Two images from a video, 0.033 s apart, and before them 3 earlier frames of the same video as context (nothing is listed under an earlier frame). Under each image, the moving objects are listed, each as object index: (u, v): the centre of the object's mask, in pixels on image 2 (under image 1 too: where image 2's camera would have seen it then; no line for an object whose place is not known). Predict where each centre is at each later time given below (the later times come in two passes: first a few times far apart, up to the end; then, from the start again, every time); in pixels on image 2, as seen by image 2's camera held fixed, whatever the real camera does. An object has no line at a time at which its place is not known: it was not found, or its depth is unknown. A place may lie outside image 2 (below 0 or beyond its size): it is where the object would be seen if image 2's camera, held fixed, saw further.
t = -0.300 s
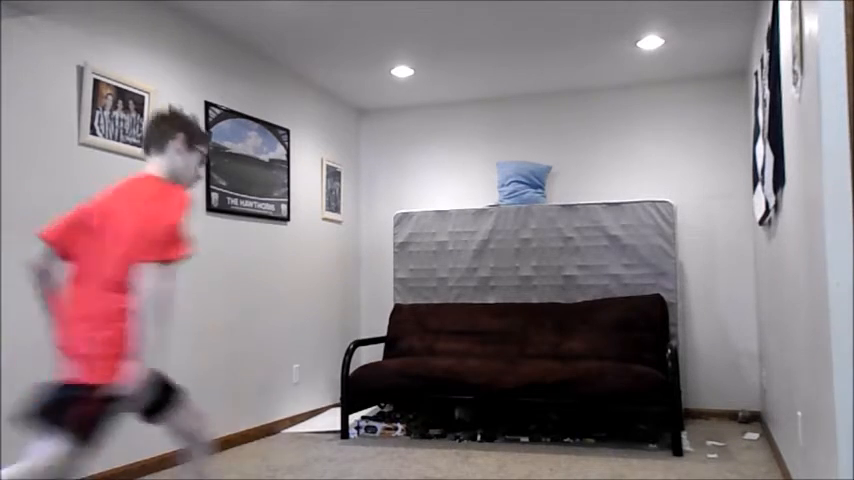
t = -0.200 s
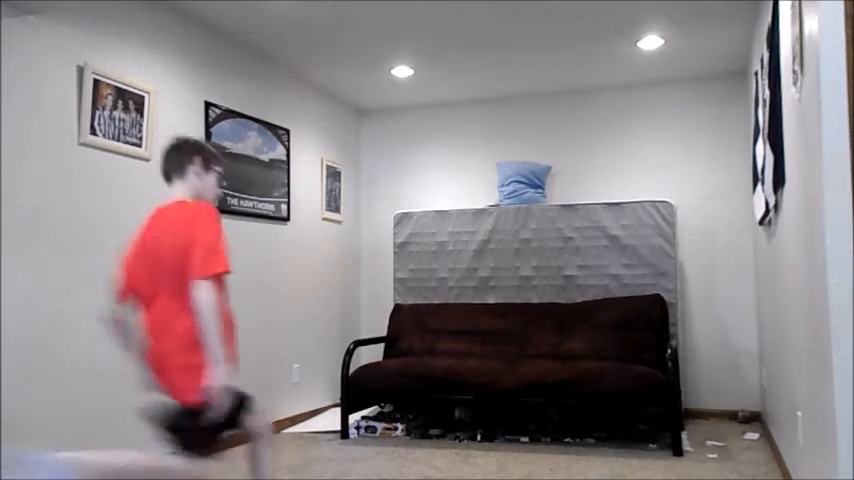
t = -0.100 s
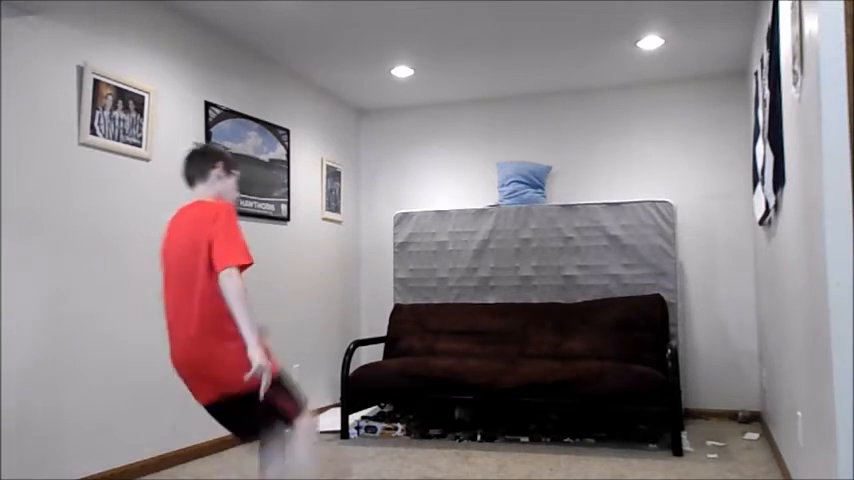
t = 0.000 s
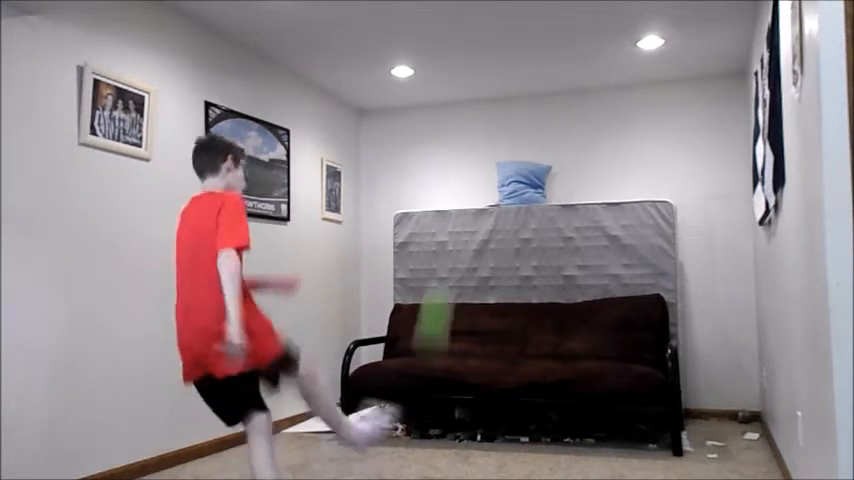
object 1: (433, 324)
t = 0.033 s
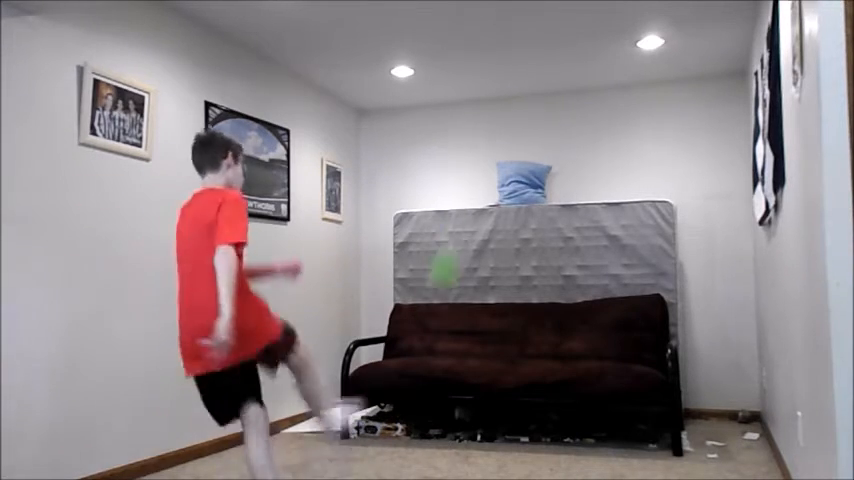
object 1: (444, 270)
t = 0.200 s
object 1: (483, 159)
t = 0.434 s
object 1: (476, 122)
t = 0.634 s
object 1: (435, 136)
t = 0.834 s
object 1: (390, 207)
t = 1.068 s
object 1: (333, 367)
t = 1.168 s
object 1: (307, 449)
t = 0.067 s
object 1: (452, 235)
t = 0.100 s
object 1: (463, 207)
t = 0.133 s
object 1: (471, 187)
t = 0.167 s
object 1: (477, 171)
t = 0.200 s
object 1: (483, 159)
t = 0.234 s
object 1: (489, 150)
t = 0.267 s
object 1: (494, 143)
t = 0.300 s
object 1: (498, 139)
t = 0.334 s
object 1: (495, 134)
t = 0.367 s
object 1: (488, 128)
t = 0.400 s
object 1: (482, 124)
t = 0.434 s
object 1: (476, 122)
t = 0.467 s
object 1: (468, 121)
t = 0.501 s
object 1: (462, 121)
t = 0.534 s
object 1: (455, 123)
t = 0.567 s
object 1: (449, 125)
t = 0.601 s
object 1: (442, 130)
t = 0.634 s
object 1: (435, 136)
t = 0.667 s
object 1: (428, 143)
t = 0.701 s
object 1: (421, 152)
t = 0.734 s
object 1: (413, 163)
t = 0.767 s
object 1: (406, 177)
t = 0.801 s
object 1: (398, 191)
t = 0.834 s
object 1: (390, 207)
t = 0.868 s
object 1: (382, 224)
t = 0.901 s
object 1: (375, 243)
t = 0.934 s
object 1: (367, 266)
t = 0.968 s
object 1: (357, 290)
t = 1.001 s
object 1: (350, 313)
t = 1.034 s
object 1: (340, 337)
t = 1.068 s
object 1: (333, 367)
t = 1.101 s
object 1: (321, 403)
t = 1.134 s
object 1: (311, 444)
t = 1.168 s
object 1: (307, 449)
